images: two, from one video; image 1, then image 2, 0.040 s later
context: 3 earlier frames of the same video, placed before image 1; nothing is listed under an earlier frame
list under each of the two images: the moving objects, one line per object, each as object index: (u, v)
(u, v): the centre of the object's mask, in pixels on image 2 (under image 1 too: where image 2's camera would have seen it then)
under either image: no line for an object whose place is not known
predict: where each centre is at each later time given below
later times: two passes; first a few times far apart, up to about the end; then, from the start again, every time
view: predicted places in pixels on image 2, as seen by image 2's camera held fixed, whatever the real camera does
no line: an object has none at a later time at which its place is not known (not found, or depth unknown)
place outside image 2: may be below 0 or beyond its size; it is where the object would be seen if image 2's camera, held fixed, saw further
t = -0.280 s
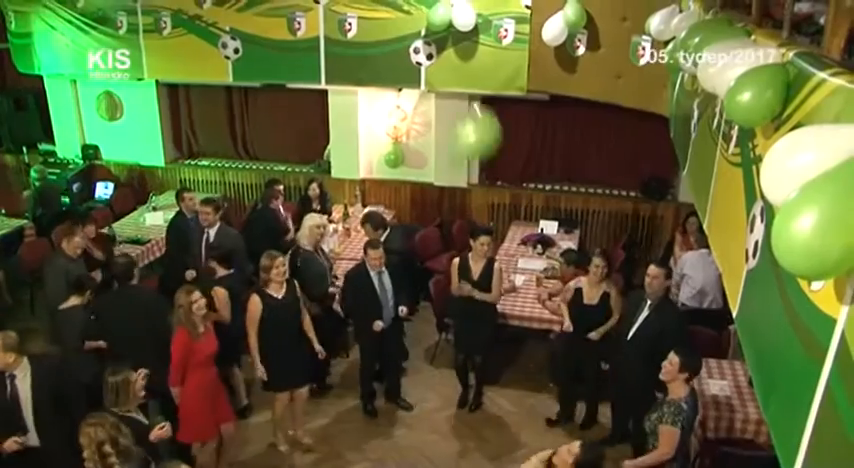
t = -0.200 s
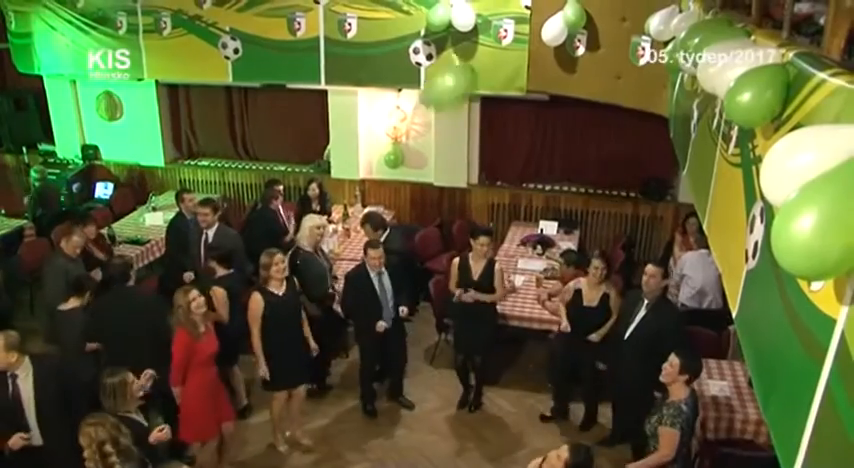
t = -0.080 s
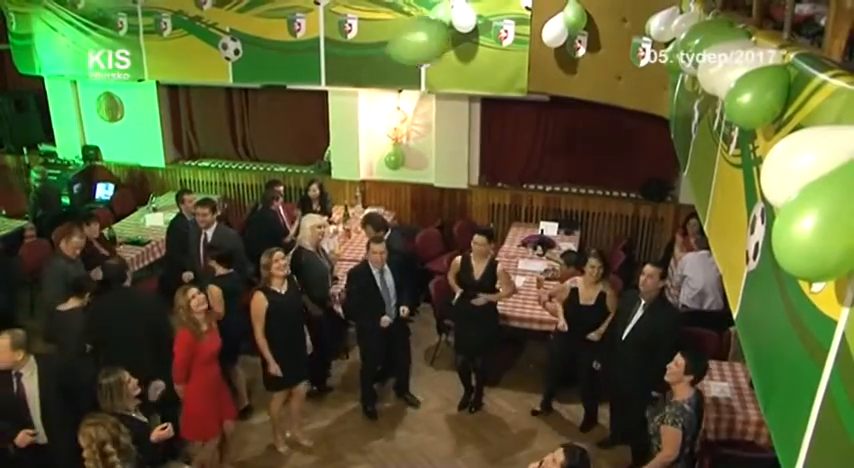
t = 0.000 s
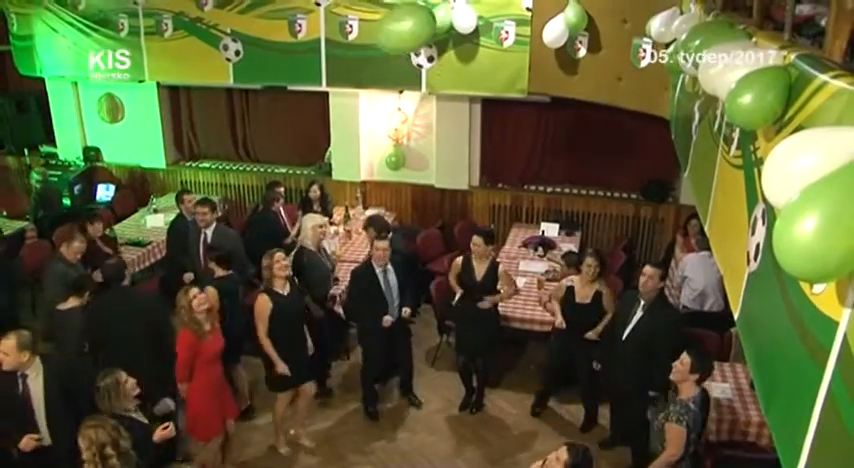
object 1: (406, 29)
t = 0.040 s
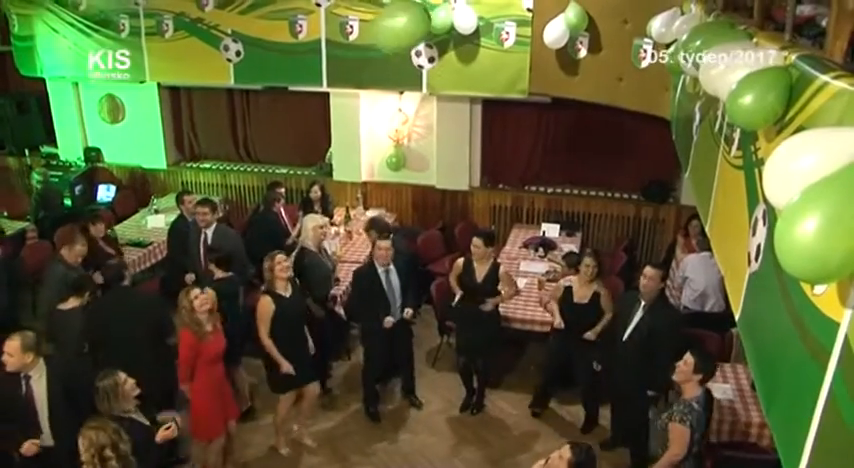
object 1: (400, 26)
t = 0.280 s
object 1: (376, 32)
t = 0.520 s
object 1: (362, 64)
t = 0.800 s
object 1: (362, 132)
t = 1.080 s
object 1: (378, 210)
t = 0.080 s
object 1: (394, 25)
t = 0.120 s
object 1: (390, 24)
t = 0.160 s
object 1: (386, 24)
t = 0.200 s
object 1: (382, 27)
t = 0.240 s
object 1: (379, 29)
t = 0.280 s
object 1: (376, 32)
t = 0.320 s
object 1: (373, 36)
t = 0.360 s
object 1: (371, 40)
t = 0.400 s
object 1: (368, 44)
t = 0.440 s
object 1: (366, 50)
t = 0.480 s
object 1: (364, 56)
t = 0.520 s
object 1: (362, 64)
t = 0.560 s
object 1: (362, 71)
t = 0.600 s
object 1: (361, 80)
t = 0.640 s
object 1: (361, 89)
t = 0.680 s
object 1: (360, 99)
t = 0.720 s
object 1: (361, 110)
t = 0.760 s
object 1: (360, 120)
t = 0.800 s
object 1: (362, 132)
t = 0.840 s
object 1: (364, 143)
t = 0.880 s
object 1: (364, 154)
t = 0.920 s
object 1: (367, 165)
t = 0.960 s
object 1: (369, 176)
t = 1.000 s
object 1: (372, 187)
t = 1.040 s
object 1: (375, 199)
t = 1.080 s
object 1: (378, 210)
